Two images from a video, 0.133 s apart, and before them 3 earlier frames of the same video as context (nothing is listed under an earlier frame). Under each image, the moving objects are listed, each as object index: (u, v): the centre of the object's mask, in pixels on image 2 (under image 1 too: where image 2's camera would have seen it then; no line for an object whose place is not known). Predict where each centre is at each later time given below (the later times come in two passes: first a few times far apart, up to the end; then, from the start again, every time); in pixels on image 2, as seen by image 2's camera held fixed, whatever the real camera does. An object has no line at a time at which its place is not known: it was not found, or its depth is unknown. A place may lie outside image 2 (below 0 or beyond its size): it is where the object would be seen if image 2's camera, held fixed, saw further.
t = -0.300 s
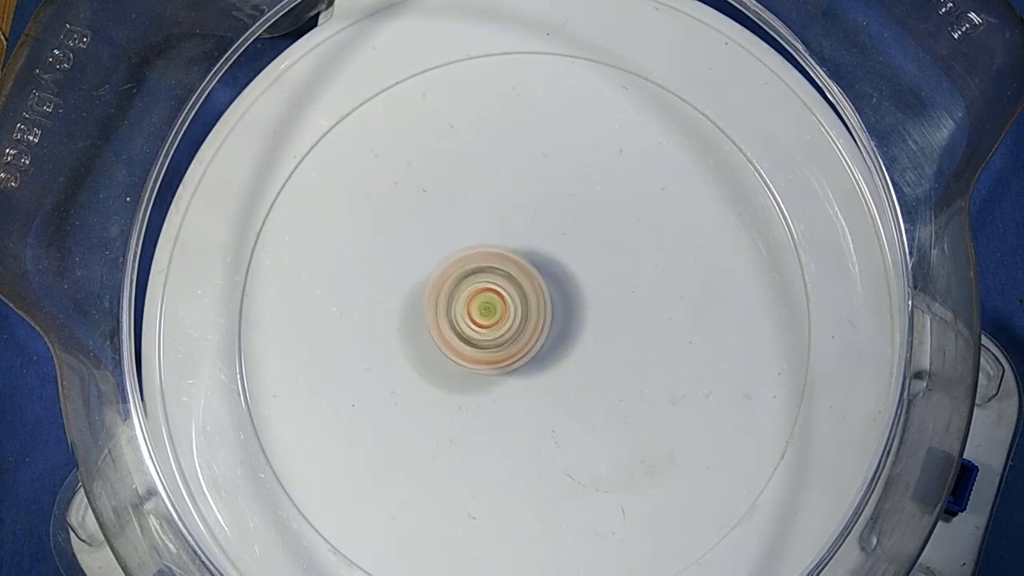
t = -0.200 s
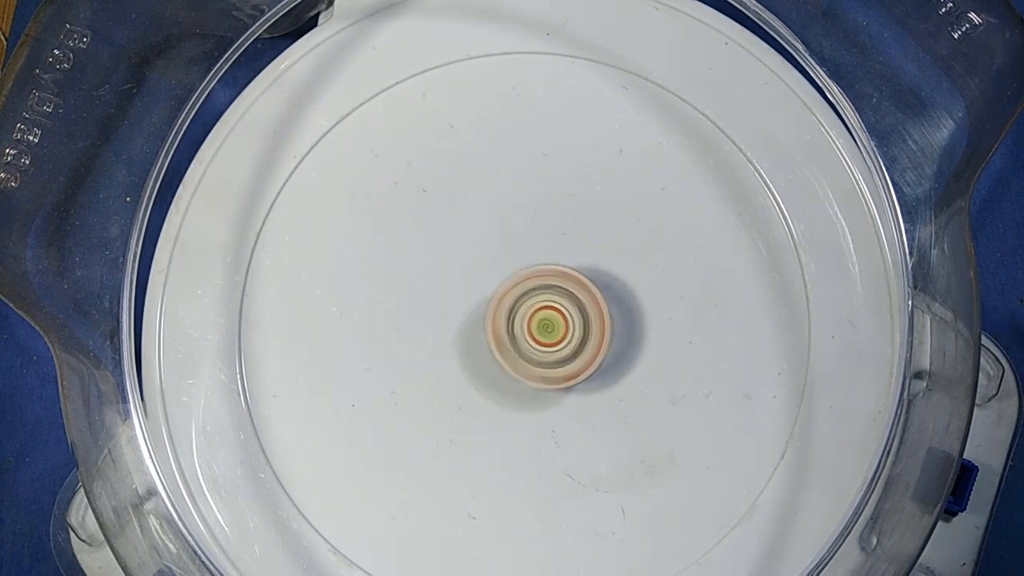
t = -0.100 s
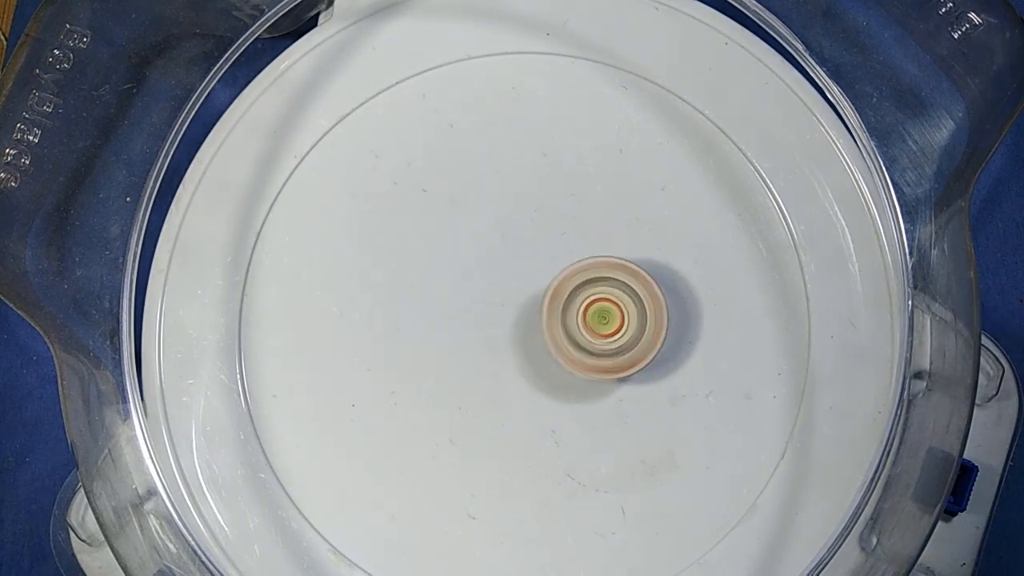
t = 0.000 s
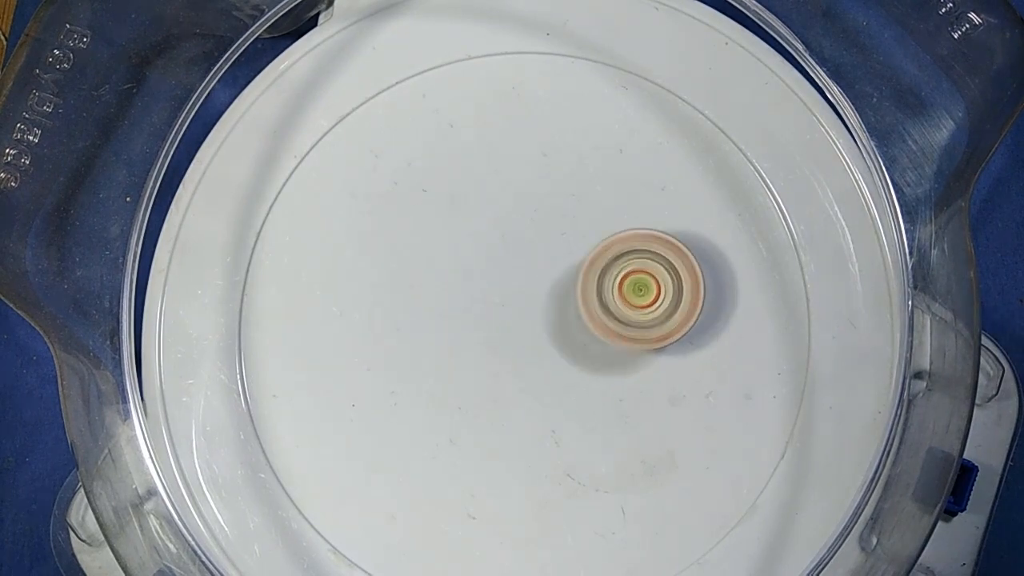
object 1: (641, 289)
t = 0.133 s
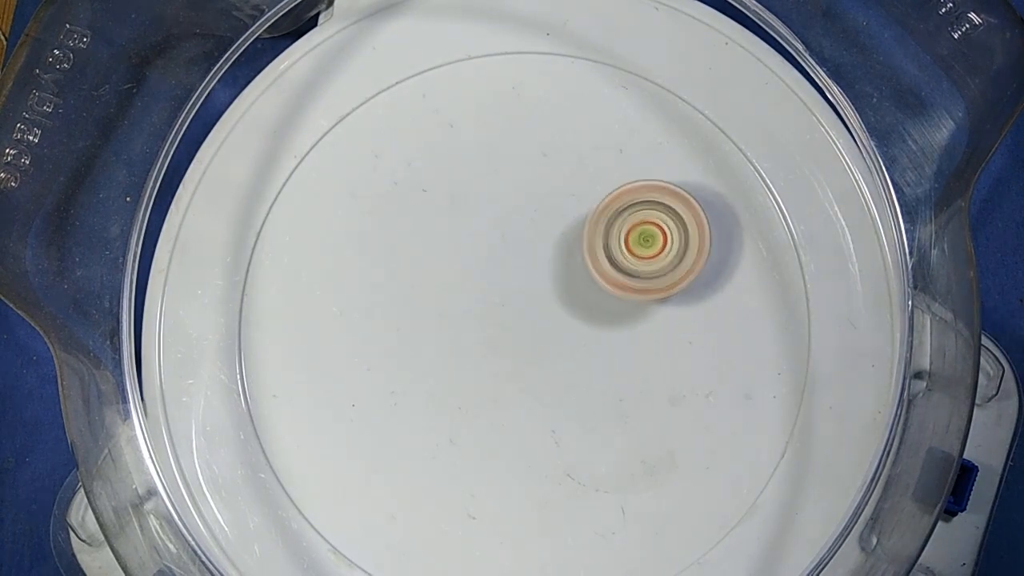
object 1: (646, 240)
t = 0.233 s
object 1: (615, 219)
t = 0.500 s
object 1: (497, 287)
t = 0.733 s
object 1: (490, 408)
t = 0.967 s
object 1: (559, 437)
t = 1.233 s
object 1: (552, 332)
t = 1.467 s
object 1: (454, 275)
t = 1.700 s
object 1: (370, 292)
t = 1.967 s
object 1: (409, 339)
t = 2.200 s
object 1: (494, 300)
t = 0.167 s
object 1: (639, 230)
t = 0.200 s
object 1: (628, 224)
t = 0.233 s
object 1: (615, 219)
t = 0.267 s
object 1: (599, 218)
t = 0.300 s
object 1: (583, 220)
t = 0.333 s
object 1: (567, 224)
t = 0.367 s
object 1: (550, 232)
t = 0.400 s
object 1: (534, 242)
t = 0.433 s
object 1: (520, 255)
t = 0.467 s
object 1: (508, 270)
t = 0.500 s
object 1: (497, 287)
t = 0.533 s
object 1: (490, 304)
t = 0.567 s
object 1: (483, 322)
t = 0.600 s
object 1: (480, 340)
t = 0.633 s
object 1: (478, 359)
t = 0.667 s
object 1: (480, 377)
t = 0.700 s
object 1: (484, 393)
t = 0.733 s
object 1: (490, 408)
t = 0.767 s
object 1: (498, 421)
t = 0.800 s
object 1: (507, 432)
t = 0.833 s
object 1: (517, 439)
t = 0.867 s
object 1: (528, 443)
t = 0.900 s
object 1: (537, 445)
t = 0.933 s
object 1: (548, 444)
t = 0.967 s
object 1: (559, 437)
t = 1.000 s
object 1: (568, 430)
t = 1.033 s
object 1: (575, 418)
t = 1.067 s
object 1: (578, 404)
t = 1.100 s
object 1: (577, 389)
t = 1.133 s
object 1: (574, 375)
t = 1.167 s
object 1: (570, 361)
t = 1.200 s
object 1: (562, 346)
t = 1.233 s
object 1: (552, 332)
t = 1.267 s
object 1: (540, 321)
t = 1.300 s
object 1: (528, 310)
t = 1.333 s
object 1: (515, 300)
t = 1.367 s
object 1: (501, 291)
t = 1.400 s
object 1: (485, 283)
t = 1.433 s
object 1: (469, 277)
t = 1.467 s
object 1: (454, 275)
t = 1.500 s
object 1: (441, 272)
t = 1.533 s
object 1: (425, 271)
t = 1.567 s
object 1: (411, 271)
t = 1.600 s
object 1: (399, 276)
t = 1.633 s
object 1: (389, 281)
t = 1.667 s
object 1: (379, 286)
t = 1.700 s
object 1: (370, 292)
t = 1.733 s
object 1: (364, 300)
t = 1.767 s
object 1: (363, 309)
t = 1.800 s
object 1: (366, 317)
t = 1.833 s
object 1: (369, 324)
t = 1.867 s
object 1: (377, 332)
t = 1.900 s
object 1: (388, 337)
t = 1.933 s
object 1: (400, 339)
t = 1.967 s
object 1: (409, 339)
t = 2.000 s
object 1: (422, 338)
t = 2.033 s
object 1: (437, 335)
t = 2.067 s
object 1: (447, 330)
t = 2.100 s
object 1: (460, 325)
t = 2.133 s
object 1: (474, 317)
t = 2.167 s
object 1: (483, 309)
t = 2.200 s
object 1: (494, 300)
